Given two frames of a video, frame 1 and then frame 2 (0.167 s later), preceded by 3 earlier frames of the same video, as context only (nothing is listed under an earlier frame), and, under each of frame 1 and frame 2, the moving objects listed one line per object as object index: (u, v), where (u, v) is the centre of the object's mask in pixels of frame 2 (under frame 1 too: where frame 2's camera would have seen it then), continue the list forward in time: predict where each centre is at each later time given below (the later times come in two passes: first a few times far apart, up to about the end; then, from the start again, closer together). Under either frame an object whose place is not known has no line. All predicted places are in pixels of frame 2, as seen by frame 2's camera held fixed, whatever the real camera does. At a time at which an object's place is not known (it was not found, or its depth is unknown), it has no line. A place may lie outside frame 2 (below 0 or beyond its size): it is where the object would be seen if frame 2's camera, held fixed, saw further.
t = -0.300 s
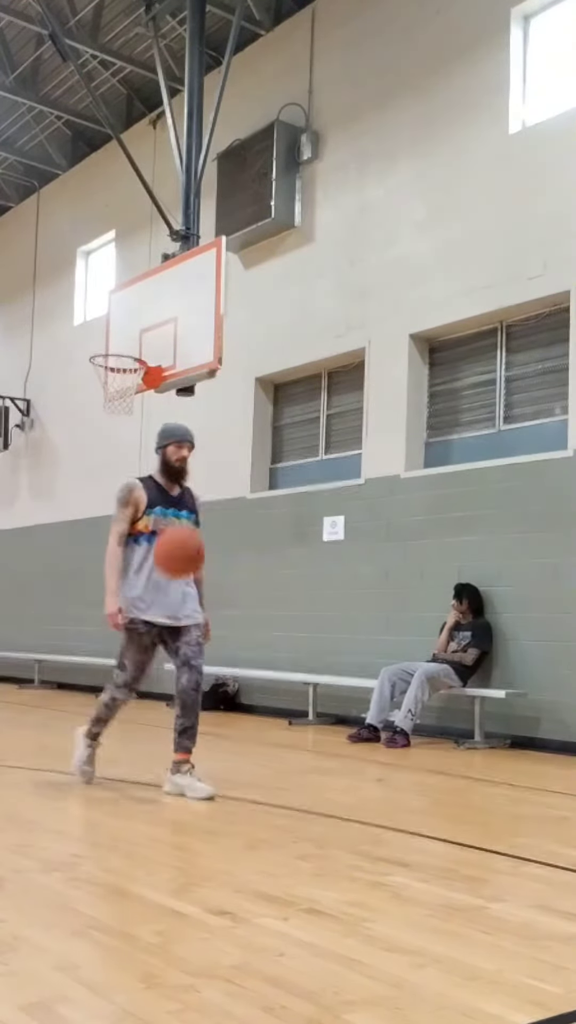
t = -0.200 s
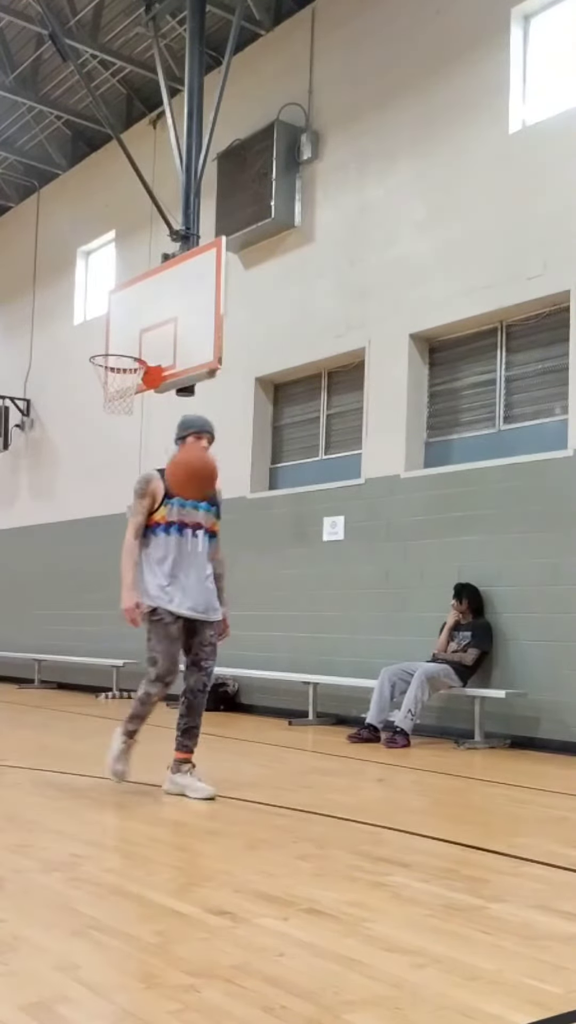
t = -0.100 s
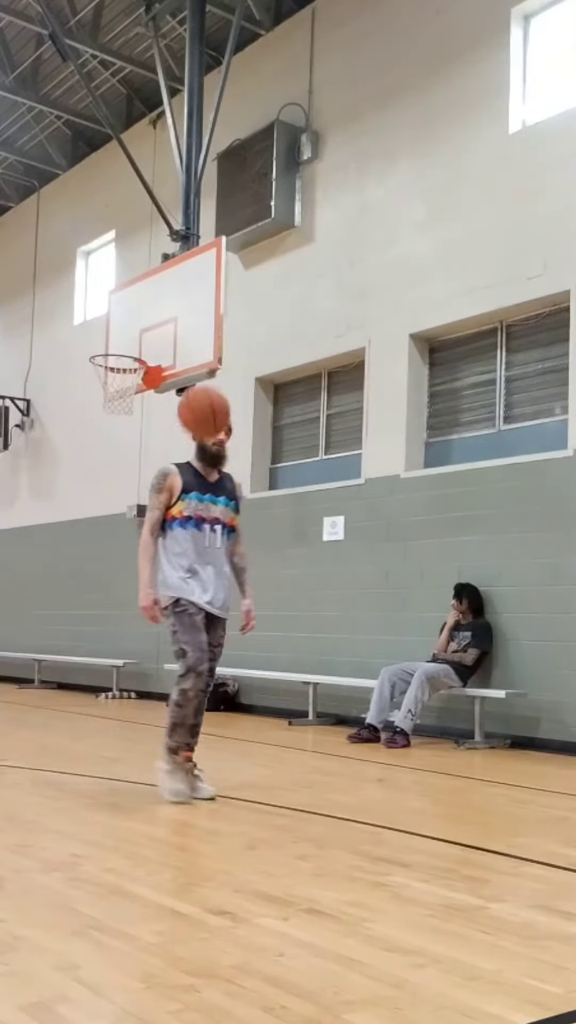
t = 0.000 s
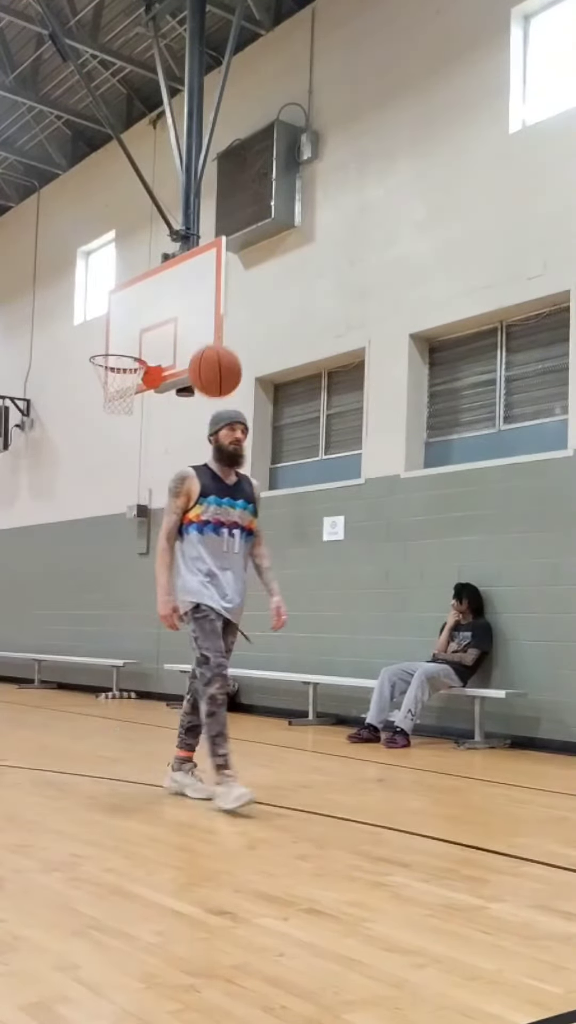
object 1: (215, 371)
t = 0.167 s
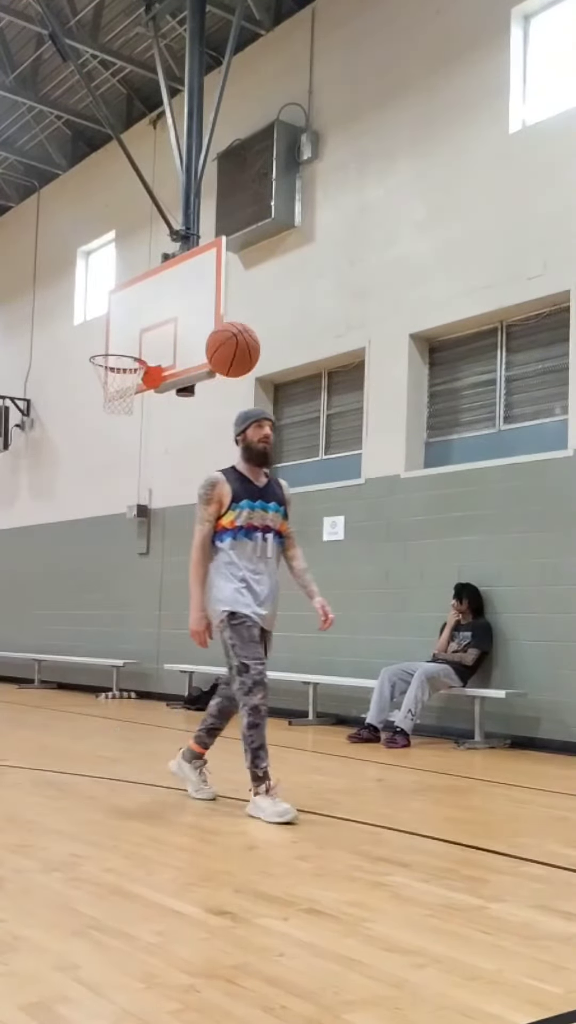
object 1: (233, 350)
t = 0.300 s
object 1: (246, 376)
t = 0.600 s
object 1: (246, 501)
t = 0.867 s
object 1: (216, 758)
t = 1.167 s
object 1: (159, 616)
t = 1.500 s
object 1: (70, 607)
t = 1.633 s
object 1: (31, 702)
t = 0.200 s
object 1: (236, 352)
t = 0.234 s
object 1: (240, 358)
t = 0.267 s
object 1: (243, 366)
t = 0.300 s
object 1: (246, 376)
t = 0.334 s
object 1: (249, 389)
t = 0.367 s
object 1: (252, 404)
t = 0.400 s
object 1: (255, 422)
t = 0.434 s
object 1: (258, 442)
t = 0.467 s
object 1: (257, 451)
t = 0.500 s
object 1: (254, 459)
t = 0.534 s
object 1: (252, 469)
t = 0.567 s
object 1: (249, 484)
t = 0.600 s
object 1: (246, 501)
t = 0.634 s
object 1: (243, 521)
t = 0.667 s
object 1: (239, 543)
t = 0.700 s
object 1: (236, 569)
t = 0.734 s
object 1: (232, 598)
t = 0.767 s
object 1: (228, 630)
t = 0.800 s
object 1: (223, 670)
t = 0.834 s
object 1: (220, 708)
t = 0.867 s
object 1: (216, 758)
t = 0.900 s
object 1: (212, 804)
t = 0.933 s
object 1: (206, 803)
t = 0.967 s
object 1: (200, 767)
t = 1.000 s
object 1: (194, 730)
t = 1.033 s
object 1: (187, 704)
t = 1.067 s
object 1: (181, 679)
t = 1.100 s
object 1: (173, 654)
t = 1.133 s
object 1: (167, 633)
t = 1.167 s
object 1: (159, 616)
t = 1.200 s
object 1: (151, 600)
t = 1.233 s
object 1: (144, 589)
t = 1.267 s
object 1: (136, 579)
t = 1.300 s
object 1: (127, 573)
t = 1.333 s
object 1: (119, 570)
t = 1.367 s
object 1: (110, 570)
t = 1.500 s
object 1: (70, 607)
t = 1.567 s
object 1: (48, 648)
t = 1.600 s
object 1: (37, 673)
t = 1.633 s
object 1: (31, 702)
